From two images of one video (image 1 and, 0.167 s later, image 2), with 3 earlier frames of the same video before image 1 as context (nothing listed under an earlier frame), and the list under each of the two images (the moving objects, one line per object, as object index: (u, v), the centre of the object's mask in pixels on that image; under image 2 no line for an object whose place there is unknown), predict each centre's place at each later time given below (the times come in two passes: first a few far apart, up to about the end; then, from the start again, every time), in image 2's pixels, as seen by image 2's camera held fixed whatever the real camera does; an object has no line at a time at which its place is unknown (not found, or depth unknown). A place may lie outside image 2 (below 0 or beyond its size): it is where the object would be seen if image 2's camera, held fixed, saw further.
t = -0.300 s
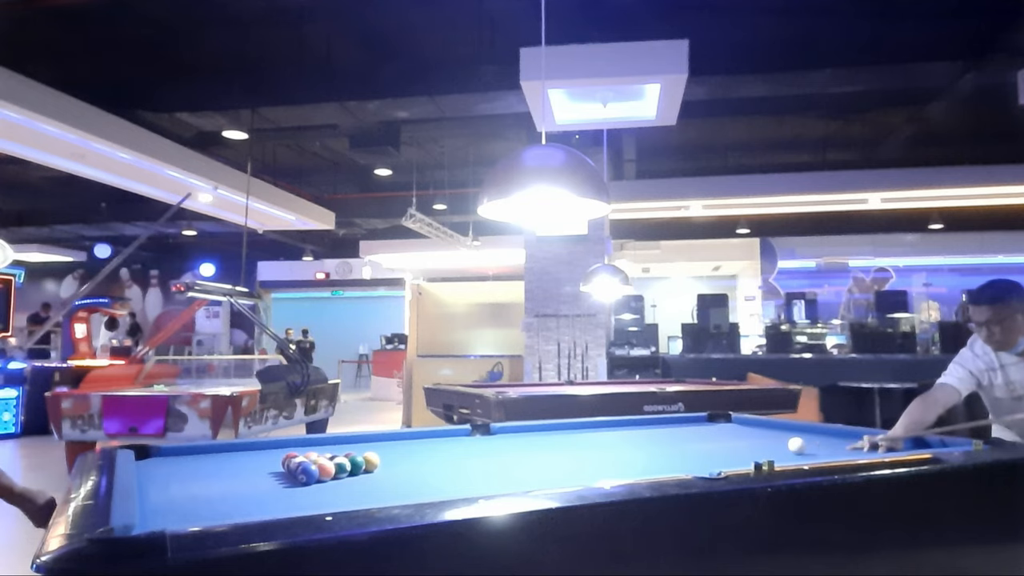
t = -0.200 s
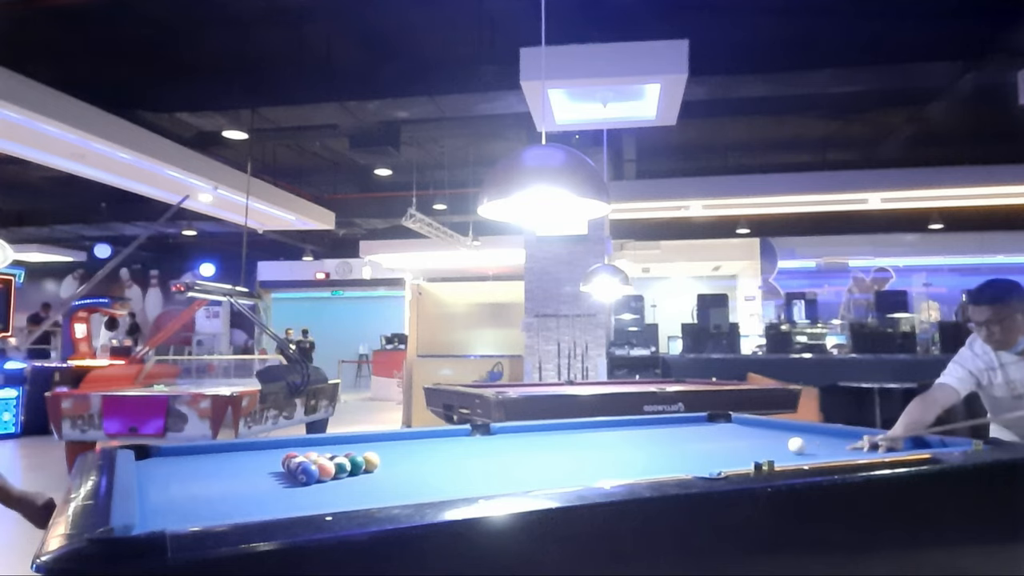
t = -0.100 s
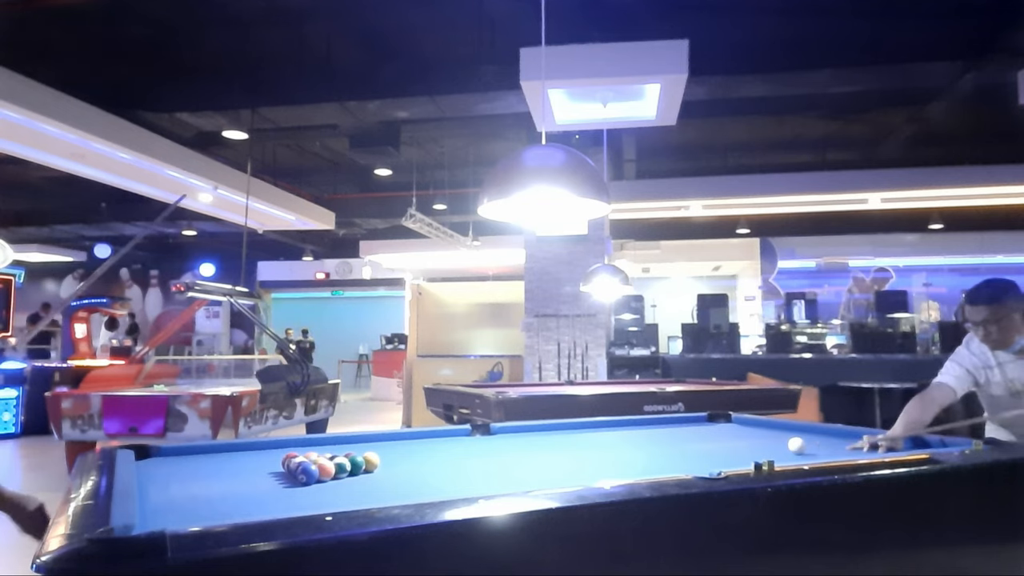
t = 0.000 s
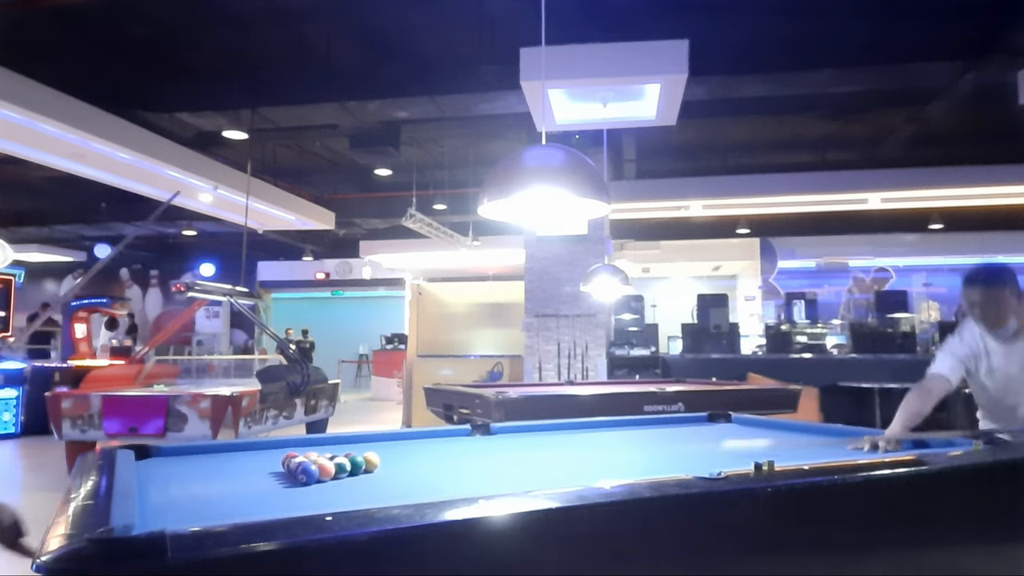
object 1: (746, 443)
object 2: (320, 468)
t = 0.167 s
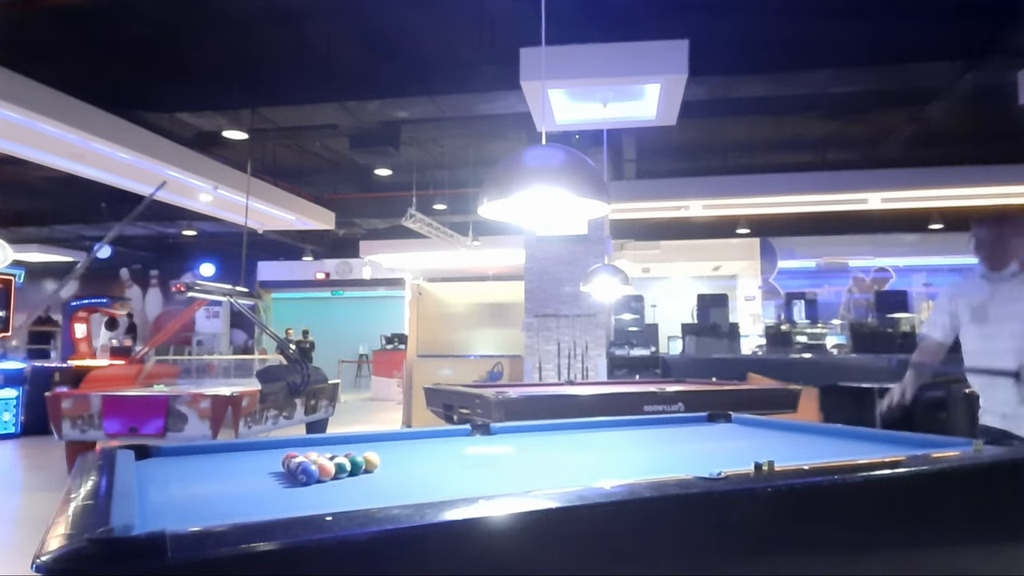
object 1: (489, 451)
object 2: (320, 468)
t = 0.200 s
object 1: (437, 453)
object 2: (320, 468)
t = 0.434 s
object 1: (306, 445)
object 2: (350, 478)
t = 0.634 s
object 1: (314, 443)
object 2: (377, 487)
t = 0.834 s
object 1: (359, 445)
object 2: (406, 492)
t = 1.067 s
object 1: (414, 451)
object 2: (424, 491)
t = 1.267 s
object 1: (463, 455)
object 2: (438, 488)
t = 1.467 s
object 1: (516, 459)
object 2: (449, 485)
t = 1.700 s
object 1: (582, 465)
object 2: (460, 482)
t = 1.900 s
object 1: (641, 468)
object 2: (468, 478)
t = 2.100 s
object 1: (700, 472)
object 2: (476, 476)
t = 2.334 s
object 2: (483, 473)
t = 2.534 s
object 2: (488, 471)
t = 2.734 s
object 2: (492, 469)
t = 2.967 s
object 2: (497, 468)
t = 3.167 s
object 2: (500, 467)
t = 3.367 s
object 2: (502, 466)
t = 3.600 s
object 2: (504, 465)
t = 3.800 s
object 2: (506, 465)
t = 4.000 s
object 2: (506, 464)
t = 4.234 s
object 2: (506, 464)
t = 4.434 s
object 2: (506, 464)
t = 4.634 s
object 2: (506, 464)
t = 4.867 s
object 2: (507, 463)
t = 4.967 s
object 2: (507, 463)
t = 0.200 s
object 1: (437, 453)
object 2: (320, 468)
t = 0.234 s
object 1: (391, 455)
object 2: (320, 468)
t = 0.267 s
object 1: (369, 452)
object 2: (316, 466)
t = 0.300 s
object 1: (352, 450)
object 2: (332, 474)
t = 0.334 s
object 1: (339, 448)
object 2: (337, 475)
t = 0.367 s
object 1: (326, 449)
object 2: (340, 476)
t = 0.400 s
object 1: (316, 447)
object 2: (345, 477)
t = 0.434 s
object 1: (306, 445)
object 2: (350, 478)
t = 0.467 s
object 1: (298, 443)
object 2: (354, 479)
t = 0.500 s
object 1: (291, 441)
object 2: (359, 481)
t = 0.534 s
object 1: (293, 441)
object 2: (363, 482)
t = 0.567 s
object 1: (300, 442)
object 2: (367, 484)
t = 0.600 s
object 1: (307, 443)
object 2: (372, 485)
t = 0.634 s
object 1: (314, 443)
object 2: (377, 487)
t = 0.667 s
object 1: (322, 443)
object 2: (381, 488)
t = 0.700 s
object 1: (329, 443)
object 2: (387, 489)
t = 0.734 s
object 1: (337, 444)
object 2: (391, 490)
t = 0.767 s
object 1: (344, 445)
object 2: (396, 491)
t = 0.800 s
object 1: (352, 445)
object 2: (401, 491)
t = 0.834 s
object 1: (359, 445)
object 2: (406, 492)
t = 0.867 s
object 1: (367, 445)
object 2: (411, 492)
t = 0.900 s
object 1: (376, 446)
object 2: (416, 493)
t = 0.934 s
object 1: (383, 448)
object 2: (421, 493)
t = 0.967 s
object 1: (390, 449)
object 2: (422, 493)
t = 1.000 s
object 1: (398, 450)
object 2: (422, 492)
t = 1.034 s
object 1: (407, 450)
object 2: (423, 492)
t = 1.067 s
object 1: (414, 451)
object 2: (424, 491)
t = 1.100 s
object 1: (423, 451)
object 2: (426, 491)
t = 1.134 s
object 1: (430, 452)
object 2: (428, 490)
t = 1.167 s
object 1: (439, 452)
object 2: (431, 489)
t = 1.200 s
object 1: (447, 453)
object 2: (433, 489)
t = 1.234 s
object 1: (456, 454)
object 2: (435, 488)
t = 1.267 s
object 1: (463, 455)
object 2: (438, 488)
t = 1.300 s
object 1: (472, 455)
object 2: (440, 487)
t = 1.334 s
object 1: (482, 456)
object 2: (442, 487)
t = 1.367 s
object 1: (490, 457)
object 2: (443, 486)
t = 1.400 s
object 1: (499, 458)
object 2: (445, 486)
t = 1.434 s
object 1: (508, 459)
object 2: (447, 486)
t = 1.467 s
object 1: (516, 459)
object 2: (449, 485)
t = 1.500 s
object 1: (525, 460)
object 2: (450, 485)
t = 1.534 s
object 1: (535, 461)
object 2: (452, 484)
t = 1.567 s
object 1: (544, 462)
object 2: (454, 484)
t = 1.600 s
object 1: (553, 462)
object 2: (455, 483)
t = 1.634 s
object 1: (562, 463)
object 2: (457, 483)
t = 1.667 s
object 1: (572, 464)
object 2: (458, 482)
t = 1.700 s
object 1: (582, 465)
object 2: (460, 482)
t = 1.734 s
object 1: (592, 467)
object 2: (461, 481)
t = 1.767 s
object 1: (602, 468)
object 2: (463, 480)
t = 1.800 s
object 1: (612, 468)
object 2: (464, 480)
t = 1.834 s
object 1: (621, 468)
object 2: (466, 480)
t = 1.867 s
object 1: (632, 468)
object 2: (467, 479)
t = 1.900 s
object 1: (641, 468)
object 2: (468, 478)
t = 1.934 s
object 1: (652, 468)
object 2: (470, 478)
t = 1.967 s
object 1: (663, 468)
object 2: (471, 478)
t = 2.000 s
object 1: (673, 468)
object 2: (472, 477)
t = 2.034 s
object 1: (684, 468)
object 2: (473, 477)
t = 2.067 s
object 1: (693, 469)
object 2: (474, 476)
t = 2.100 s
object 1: (700, 472)
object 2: (476, 476)
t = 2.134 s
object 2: (477, 475)
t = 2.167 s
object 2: (478, 474)
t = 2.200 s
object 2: (479, 474)
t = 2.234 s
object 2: (480, 474)
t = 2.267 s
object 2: (481, 473)
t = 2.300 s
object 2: (482, 473)
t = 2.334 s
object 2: (483, 473)
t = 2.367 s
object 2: (484, 473)
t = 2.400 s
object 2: (485, 472)
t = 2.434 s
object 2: (485, 472)
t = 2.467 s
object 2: (486, 472)
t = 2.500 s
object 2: (487, 471)
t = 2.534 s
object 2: (488, 471)
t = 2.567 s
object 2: (489, 471)
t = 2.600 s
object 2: (489, 470)
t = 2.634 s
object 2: (490, 470)
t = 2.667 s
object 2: (491, 470)
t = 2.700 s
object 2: (492, 470)
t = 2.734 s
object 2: (492, 469)
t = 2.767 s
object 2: (493, 469)
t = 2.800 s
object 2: (494, 469)
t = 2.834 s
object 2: (494, 469)
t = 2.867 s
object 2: (495, 469)
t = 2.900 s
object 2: (496, 469)
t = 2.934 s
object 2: (496, 468)
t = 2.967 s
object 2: (497, 468)
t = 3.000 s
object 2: (497, 468)
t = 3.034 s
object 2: (498, 467)
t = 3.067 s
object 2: (498, 467)
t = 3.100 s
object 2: (499, 467)
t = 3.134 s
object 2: (499, 467)
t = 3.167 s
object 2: (500, 467)
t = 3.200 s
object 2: (500, 467)
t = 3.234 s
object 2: (501, 466)
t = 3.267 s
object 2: (501, 466)
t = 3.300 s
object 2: (502, 466)
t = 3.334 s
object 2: (502, 466)
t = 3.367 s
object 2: (502, 466)
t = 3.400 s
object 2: (503, 466)
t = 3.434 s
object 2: (503, 466)
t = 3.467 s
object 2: (503, 466)
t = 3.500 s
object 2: (504, 465)
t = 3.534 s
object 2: (504, 465)
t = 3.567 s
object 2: (504, 465)
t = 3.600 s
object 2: (504, 465)
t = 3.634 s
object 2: (505, 465)
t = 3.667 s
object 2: (505, 465)
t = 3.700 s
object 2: (505, 465)
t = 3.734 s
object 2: (505, 465)
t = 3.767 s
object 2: (505, 465)
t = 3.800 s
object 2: (506, 465)
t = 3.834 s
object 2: (506, 465)
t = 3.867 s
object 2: (506, 465)
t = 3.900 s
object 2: (506, 464)
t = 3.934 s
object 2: (506, 464)
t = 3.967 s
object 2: (506, 464)
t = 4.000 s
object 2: (506, 464)
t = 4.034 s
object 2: (506, 464)
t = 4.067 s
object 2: (506, 464)
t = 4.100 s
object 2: (506, 464)
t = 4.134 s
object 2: (506, 464)
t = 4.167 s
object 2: (506, 464)
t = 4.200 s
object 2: (506, 464)
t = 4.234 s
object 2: (506, 464)
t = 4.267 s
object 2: (506, 464)
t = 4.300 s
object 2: (506, 464)
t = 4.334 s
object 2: (506, 464)
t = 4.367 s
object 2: (506, 464)
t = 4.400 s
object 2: (506, 464)
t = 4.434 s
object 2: (506, 464)
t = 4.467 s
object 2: (506, 464)
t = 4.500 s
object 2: (506, 464)
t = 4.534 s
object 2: (506, 464)
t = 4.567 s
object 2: (506, 464)
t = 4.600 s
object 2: (506, 464)
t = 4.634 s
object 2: (506, 464)
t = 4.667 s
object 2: (506, 464)
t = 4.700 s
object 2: (507, 463)
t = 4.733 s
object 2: (507, 463)
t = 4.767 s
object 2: (507, 463)
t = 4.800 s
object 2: (507, 463)
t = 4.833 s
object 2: (507, 463)
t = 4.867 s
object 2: (507, 463)
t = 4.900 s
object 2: (507, 463)
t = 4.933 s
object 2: (507, 463)
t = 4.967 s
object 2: (507, 463)
